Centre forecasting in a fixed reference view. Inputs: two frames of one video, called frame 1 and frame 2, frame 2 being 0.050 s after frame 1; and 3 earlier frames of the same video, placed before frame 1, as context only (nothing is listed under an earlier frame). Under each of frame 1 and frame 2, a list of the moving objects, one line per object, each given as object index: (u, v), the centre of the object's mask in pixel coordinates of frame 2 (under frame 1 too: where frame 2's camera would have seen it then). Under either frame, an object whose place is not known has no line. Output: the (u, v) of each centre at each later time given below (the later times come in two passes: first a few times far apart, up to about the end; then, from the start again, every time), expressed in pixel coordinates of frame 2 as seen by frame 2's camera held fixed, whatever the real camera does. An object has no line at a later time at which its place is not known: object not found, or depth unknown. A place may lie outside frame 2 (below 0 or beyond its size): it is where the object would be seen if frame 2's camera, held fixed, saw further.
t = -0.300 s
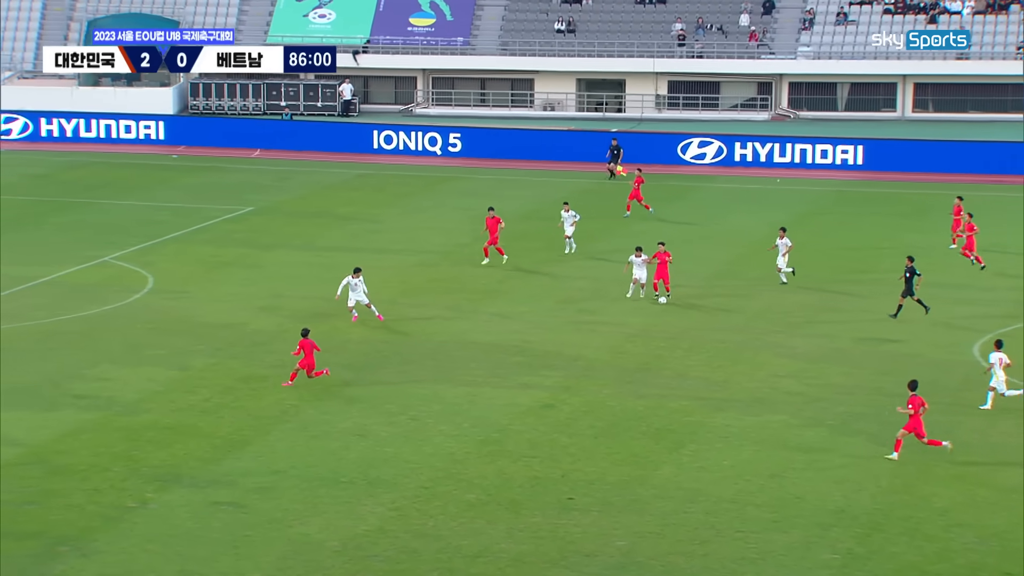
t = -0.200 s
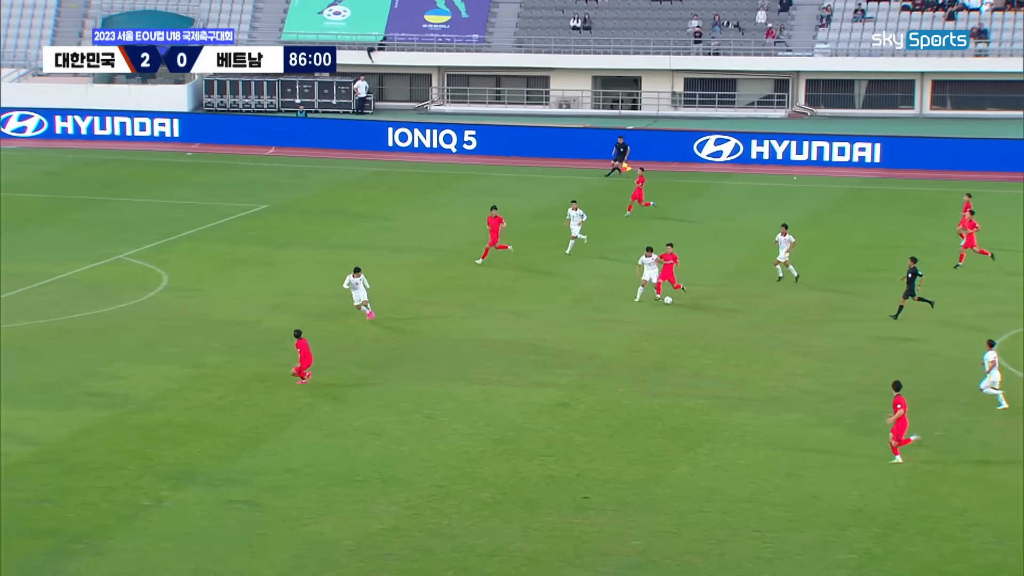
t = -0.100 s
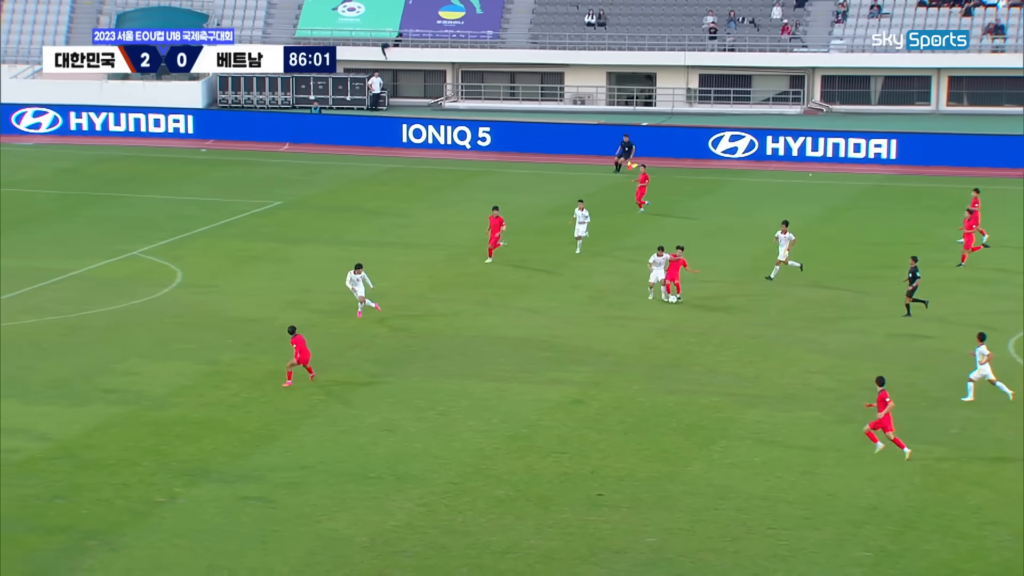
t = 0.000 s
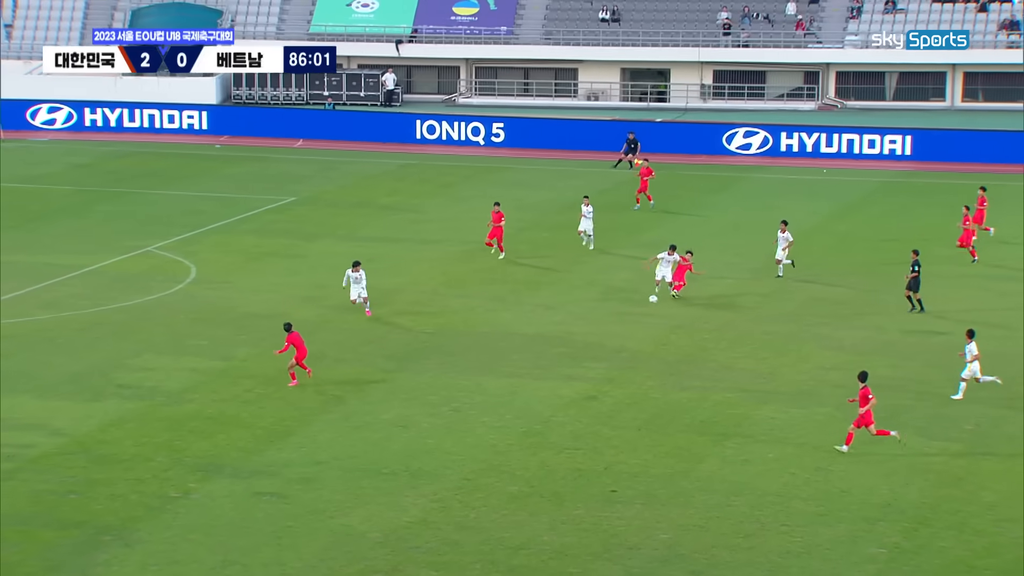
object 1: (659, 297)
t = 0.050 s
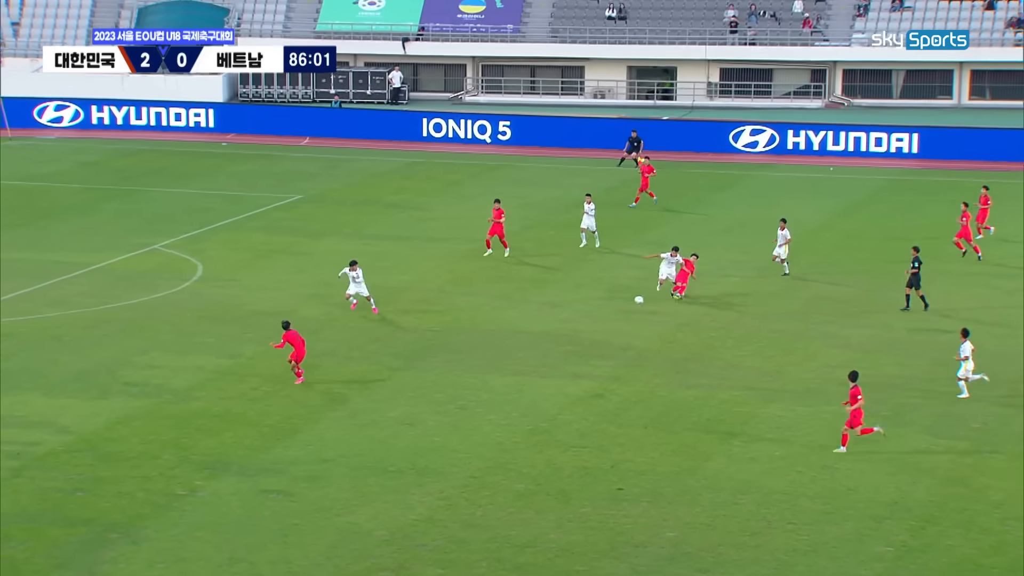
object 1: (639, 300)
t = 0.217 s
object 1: (565, 317)
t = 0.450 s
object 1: (459, 336)
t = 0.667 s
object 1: (358, 360)
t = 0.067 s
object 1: (631, 301)
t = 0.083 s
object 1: (624, 302)
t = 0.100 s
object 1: (617, 304)
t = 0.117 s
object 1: (610, 305)
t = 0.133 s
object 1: (602, 307)
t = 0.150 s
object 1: (595, 309)
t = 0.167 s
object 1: (588, 310)
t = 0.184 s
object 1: (580, 313)
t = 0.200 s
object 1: (572, 315)
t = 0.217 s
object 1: (565, 317)
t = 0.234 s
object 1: (557, 319)
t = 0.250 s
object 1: (550, 322)
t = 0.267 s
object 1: (542, 325)
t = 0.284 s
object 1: (534, 328)
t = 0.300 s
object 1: (526, 330)
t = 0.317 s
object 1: (518, 333)
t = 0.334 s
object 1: (510, 334)
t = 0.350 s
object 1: (503, 334)
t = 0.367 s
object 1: (496, 334)
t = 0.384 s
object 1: (489, 334)
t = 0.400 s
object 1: (481, 335)
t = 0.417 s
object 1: (474, 335)
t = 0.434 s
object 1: (466, 336)
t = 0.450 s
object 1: (459, 336)
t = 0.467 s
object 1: (451, 337)
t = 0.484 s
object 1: (443, 339)
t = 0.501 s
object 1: (436, 340)
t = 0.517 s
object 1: (428, 341)
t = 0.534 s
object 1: (420, 343)
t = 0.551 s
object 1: (413, 345)
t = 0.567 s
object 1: (405, 346)
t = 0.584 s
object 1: (397, 348)
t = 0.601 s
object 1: (390, 350)
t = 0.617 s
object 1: (381, 352)
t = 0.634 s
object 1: (373, 355)
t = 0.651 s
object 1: (366, 357)
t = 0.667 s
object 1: (358, 360)
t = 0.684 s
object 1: (349, 363)
